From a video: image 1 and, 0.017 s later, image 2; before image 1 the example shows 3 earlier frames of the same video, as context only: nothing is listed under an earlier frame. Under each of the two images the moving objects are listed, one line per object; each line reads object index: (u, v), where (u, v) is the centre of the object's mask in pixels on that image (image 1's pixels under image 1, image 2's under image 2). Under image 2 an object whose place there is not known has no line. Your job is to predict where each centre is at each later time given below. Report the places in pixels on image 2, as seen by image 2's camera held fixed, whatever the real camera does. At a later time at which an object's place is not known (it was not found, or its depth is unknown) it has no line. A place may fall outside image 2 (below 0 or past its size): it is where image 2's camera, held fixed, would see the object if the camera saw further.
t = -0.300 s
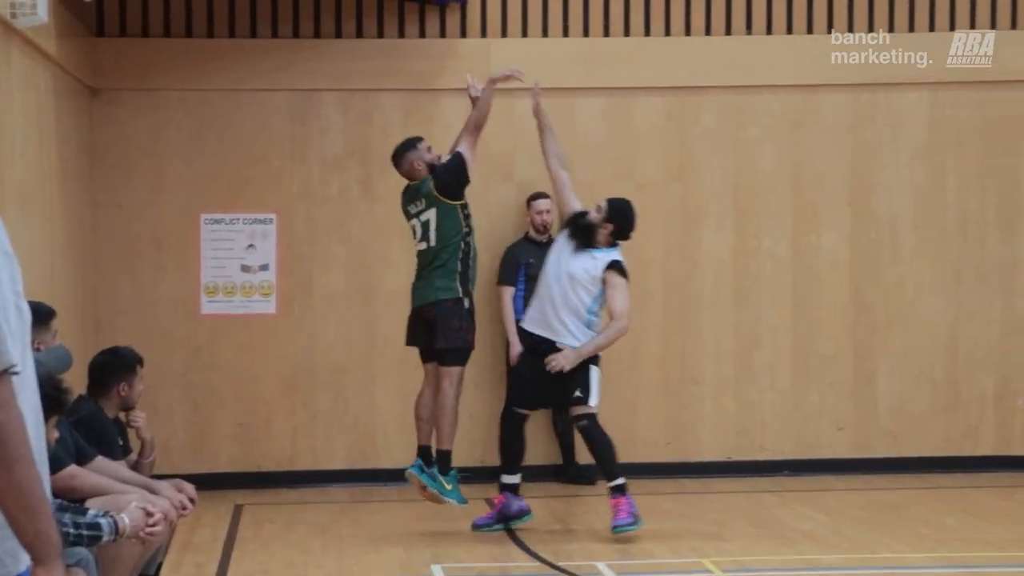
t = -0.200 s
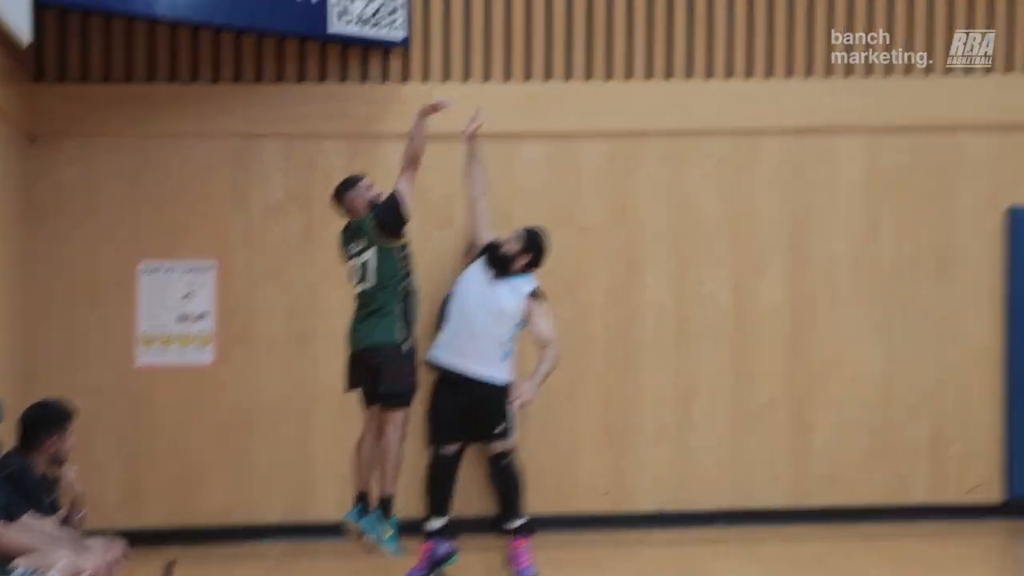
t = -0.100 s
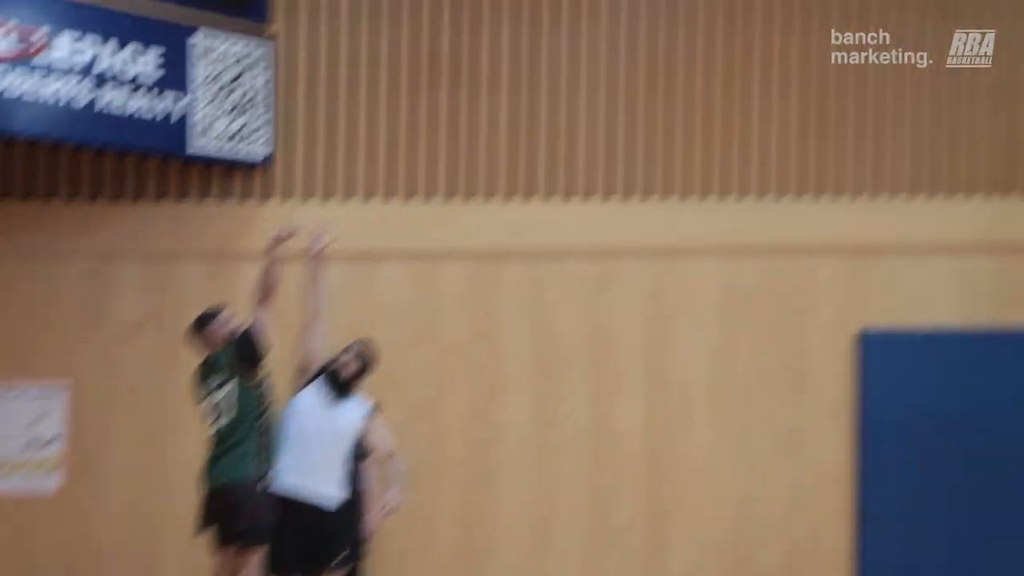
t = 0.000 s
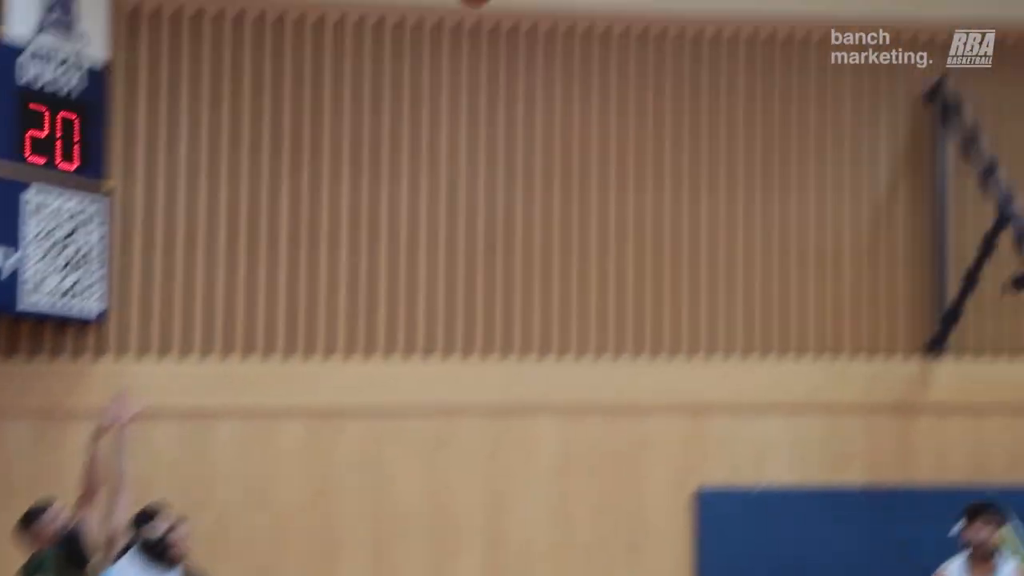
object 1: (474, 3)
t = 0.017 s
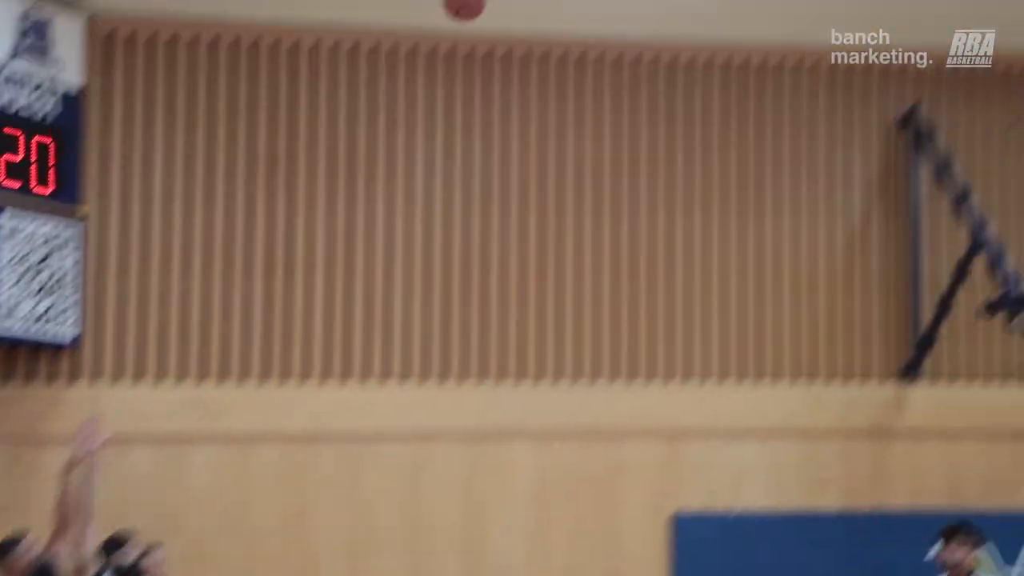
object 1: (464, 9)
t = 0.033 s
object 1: (476, -8)
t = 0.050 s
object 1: (488, -21)
